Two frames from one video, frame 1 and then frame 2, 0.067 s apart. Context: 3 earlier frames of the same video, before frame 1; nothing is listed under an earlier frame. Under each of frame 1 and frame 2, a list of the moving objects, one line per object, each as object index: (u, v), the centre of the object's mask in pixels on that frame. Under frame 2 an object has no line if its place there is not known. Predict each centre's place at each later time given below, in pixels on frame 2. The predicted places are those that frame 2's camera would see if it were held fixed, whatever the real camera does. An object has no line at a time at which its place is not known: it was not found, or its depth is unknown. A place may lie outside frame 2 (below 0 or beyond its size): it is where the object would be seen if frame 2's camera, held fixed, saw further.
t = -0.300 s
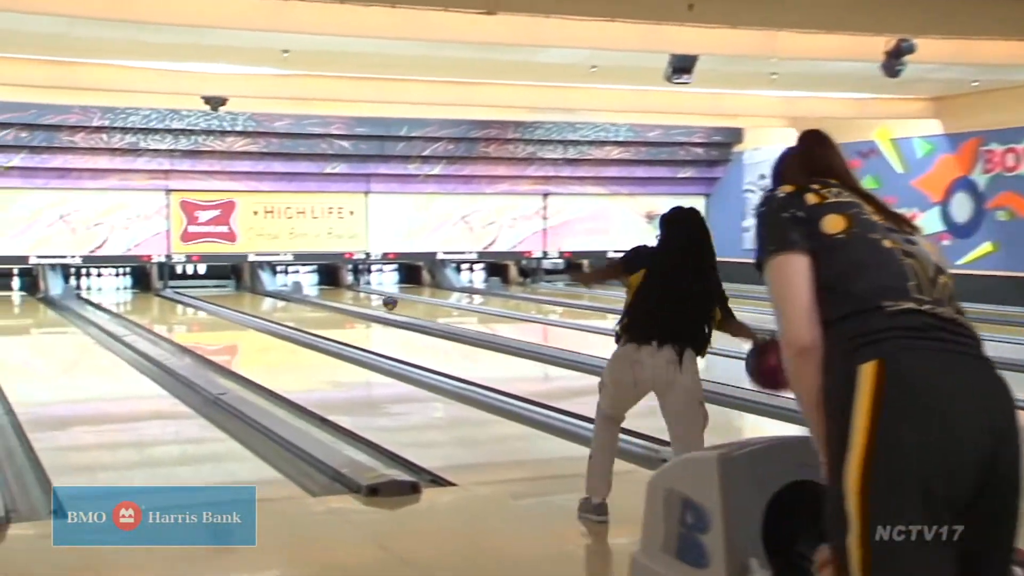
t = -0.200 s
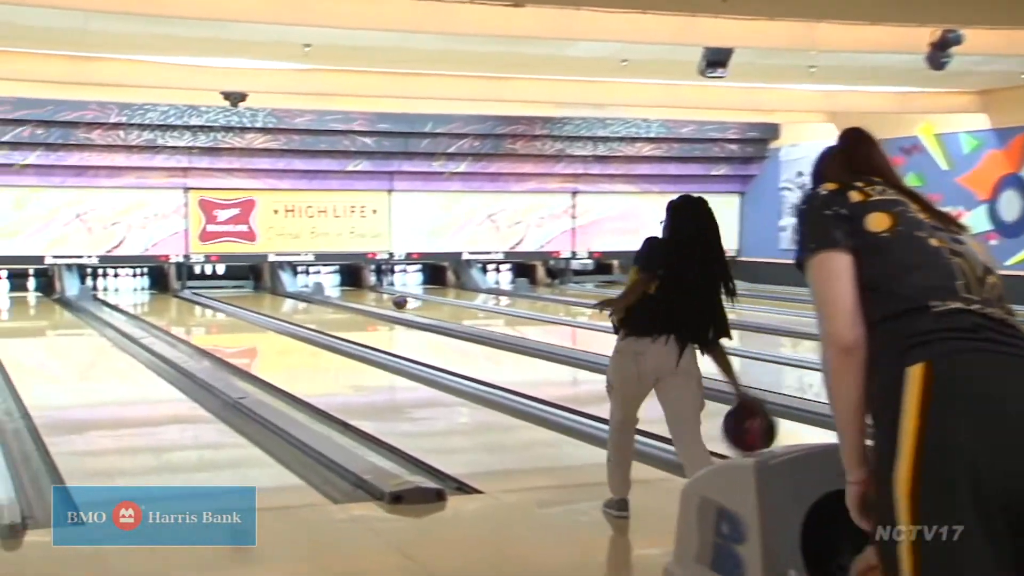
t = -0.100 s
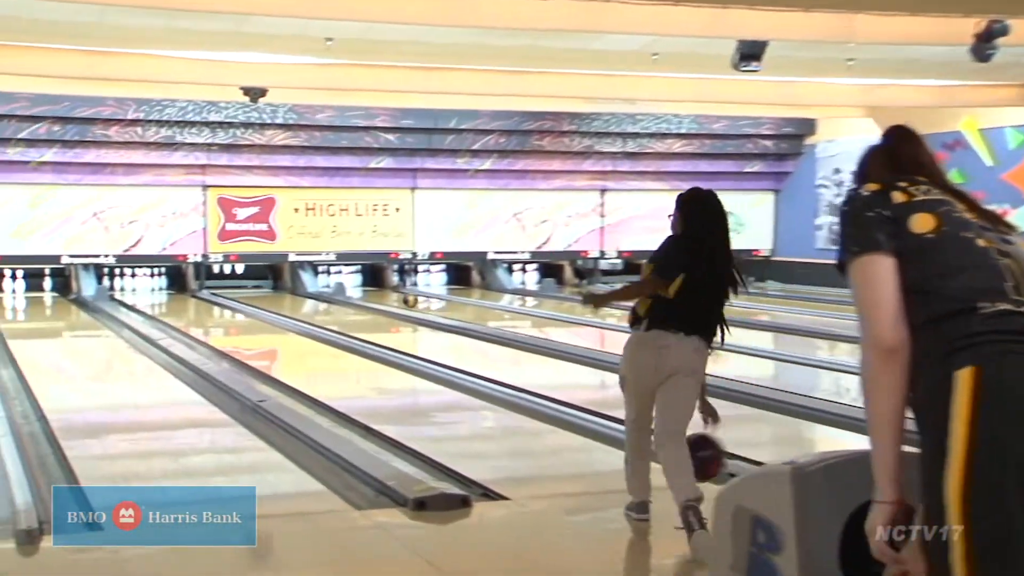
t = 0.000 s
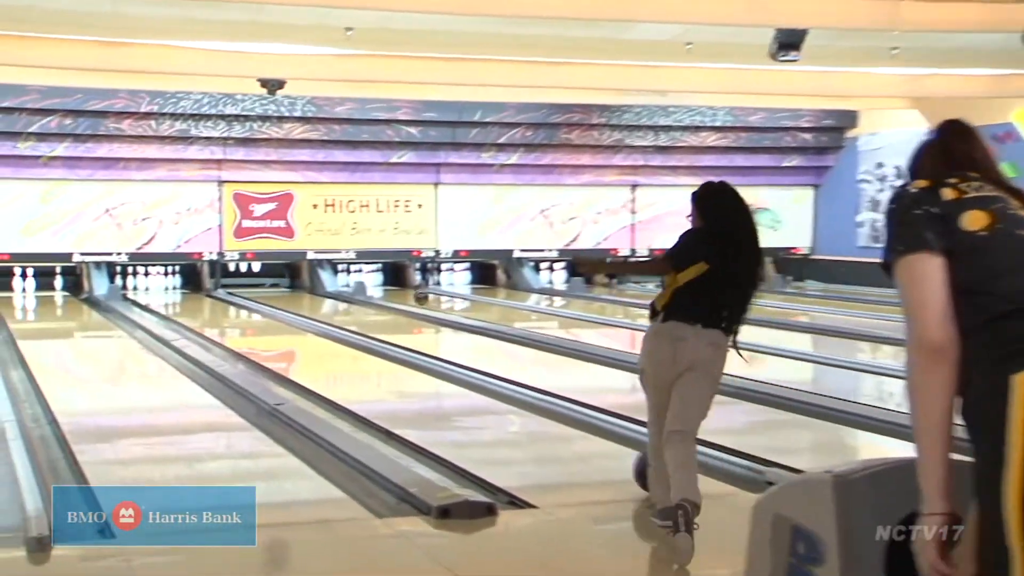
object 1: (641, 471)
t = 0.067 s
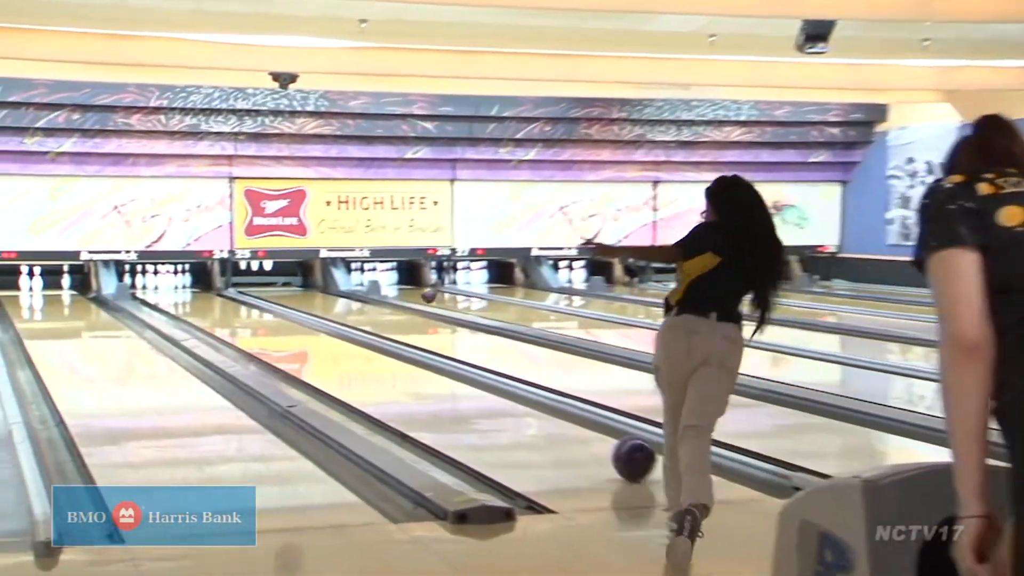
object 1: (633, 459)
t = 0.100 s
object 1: (612, 451)
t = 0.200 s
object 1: (555, 428)
